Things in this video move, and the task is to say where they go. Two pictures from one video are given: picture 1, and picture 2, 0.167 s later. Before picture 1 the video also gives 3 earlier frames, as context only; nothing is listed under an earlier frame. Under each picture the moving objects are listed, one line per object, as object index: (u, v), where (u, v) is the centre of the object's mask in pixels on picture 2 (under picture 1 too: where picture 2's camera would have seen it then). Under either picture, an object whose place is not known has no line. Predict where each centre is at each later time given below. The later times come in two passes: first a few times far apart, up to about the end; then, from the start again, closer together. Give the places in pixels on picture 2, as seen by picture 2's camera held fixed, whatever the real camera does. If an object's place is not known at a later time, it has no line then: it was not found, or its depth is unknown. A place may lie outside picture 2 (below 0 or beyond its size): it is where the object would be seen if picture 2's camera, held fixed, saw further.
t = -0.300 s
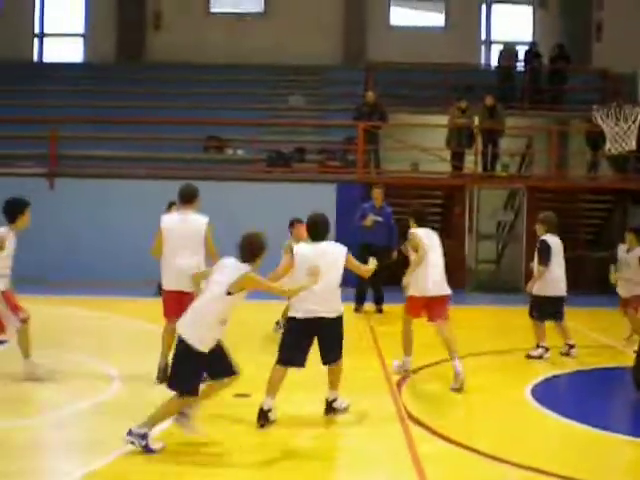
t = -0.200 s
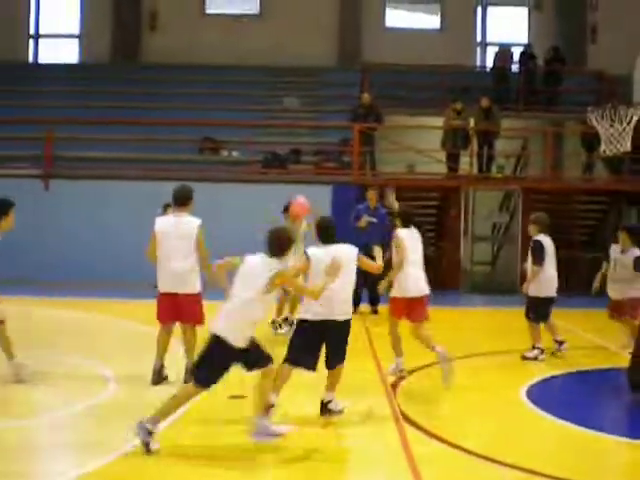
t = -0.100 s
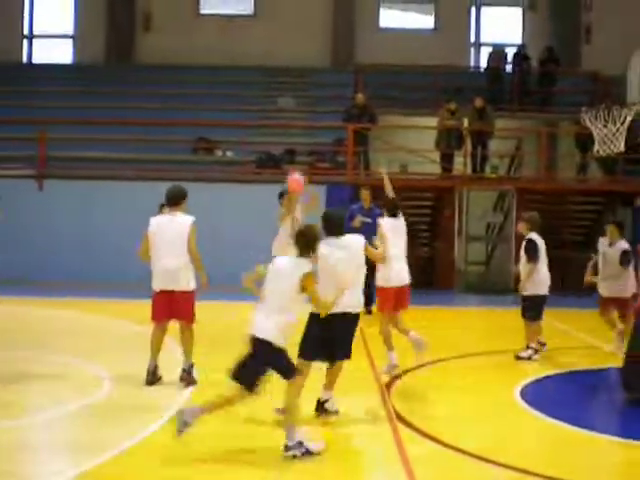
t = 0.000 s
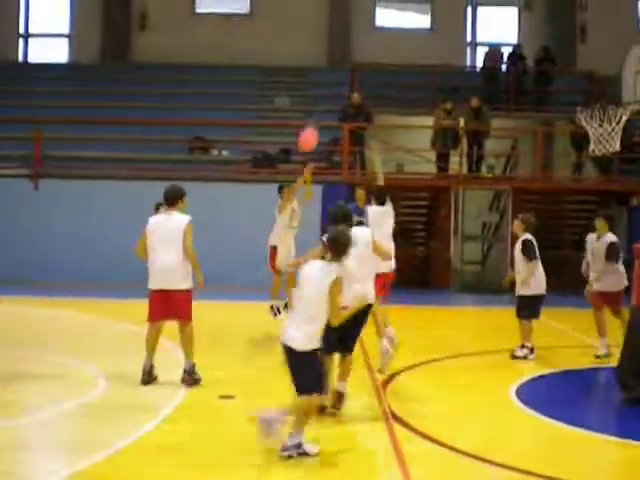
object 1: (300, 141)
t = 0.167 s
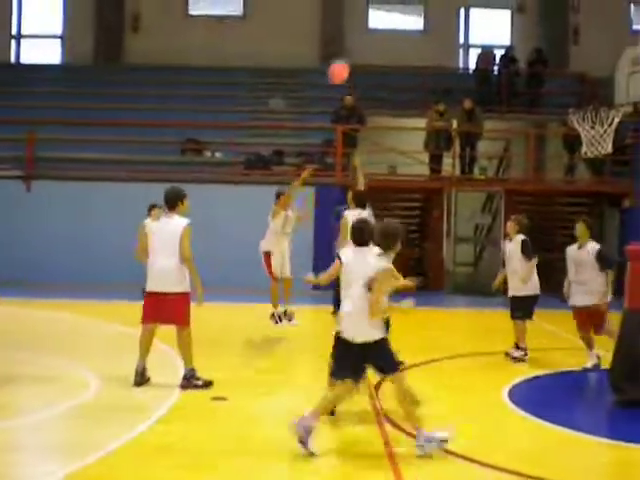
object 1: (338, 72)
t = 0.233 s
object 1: (354, 49)
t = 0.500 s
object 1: (424, -1)
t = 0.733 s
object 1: (493, -4)
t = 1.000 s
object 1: (582, 75)
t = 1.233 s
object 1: (591, 93)
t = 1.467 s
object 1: (576, 97)
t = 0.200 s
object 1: (346, 60)
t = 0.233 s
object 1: (354, 49)
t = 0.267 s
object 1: (362, 40)
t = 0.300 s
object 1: (371, 33)
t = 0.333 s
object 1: (379, 24)
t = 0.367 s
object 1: (388, 12)
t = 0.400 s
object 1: (397, 5)
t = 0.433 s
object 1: (407, 2)
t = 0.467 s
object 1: (416, 1)
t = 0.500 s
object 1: (424, -1)
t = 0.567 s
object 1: (444, -4)
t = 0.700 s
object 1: (483, -5)
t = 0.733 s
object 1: (493, -4)
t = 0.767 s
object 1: (503, -1)
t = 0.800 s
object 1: (514, 5)
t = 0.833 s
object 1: (525, 15)
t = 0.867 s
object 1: (536, 24)
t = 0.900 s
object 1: (546, 34)
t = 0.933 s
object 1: (559, 47)
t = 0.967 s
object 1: (570, 61)
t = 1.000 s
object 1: (582, 75)
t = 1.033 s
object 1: (594, 91)
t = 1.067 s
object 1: (602, 101)
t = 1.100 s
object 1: (599, 98)
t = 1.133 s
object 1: (597, 98)
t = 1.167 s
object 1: (595, 98)
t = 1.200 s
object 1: (593, 97)
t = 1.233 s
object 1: (591, 93)
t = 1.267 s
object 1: (589, 91)
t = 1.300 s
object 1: (586, 89)
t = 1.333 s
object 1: (584, 88)
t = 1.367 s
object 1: (583, 88)
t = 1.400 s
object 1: (581, 90)
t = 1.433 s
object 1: (578, 93)
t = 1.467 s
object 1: (576, 97)
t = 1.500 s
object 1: (573, 100)
